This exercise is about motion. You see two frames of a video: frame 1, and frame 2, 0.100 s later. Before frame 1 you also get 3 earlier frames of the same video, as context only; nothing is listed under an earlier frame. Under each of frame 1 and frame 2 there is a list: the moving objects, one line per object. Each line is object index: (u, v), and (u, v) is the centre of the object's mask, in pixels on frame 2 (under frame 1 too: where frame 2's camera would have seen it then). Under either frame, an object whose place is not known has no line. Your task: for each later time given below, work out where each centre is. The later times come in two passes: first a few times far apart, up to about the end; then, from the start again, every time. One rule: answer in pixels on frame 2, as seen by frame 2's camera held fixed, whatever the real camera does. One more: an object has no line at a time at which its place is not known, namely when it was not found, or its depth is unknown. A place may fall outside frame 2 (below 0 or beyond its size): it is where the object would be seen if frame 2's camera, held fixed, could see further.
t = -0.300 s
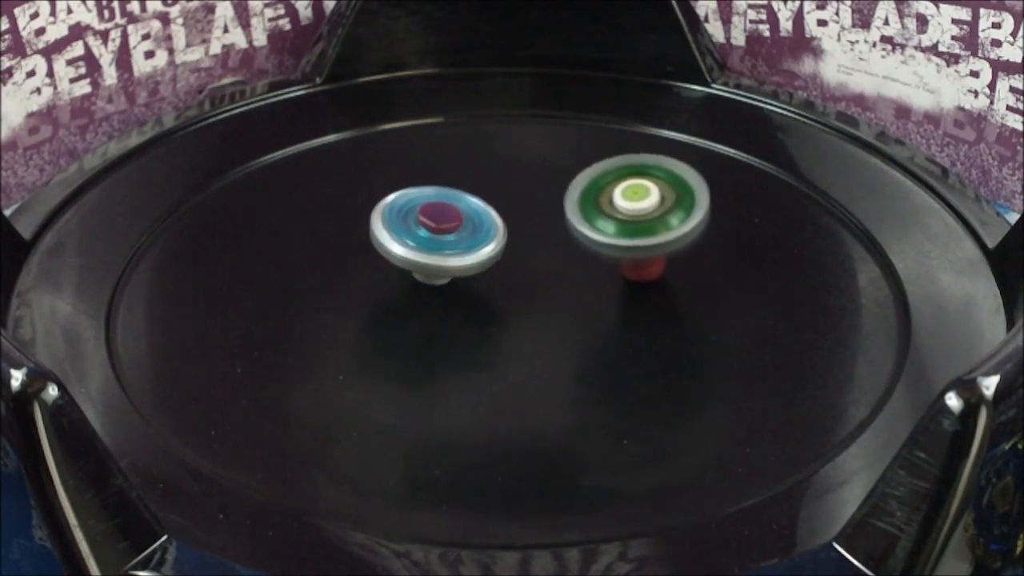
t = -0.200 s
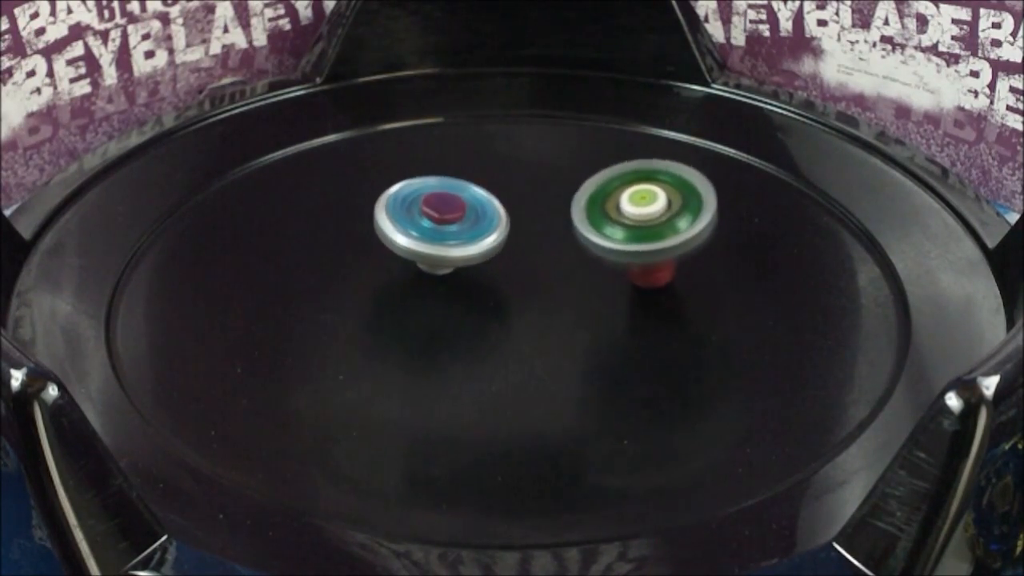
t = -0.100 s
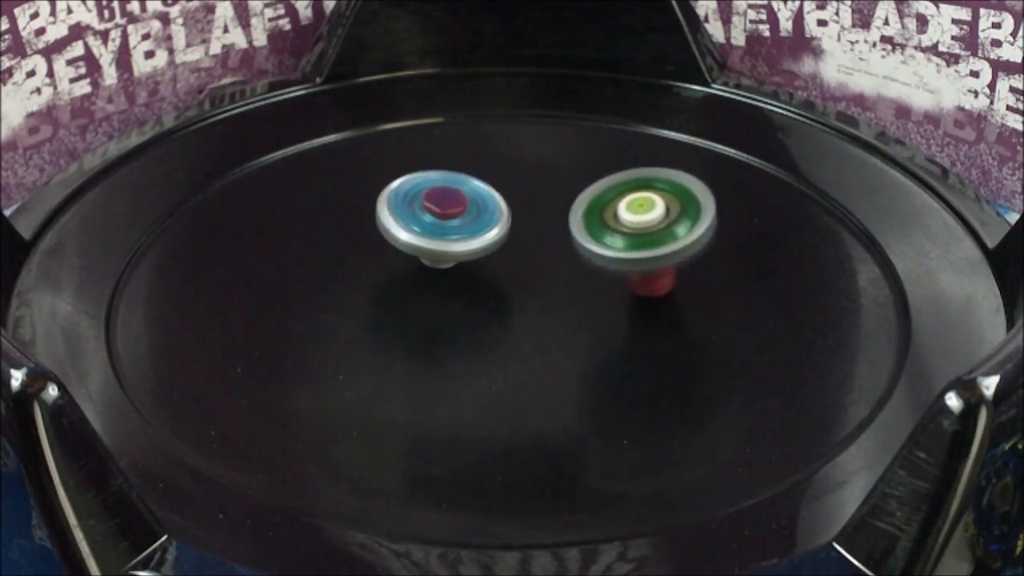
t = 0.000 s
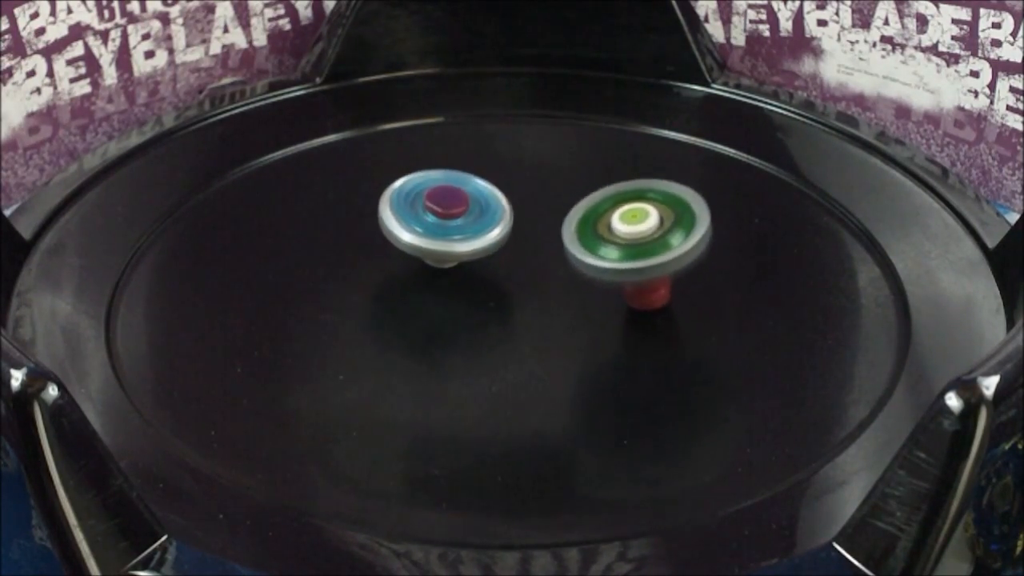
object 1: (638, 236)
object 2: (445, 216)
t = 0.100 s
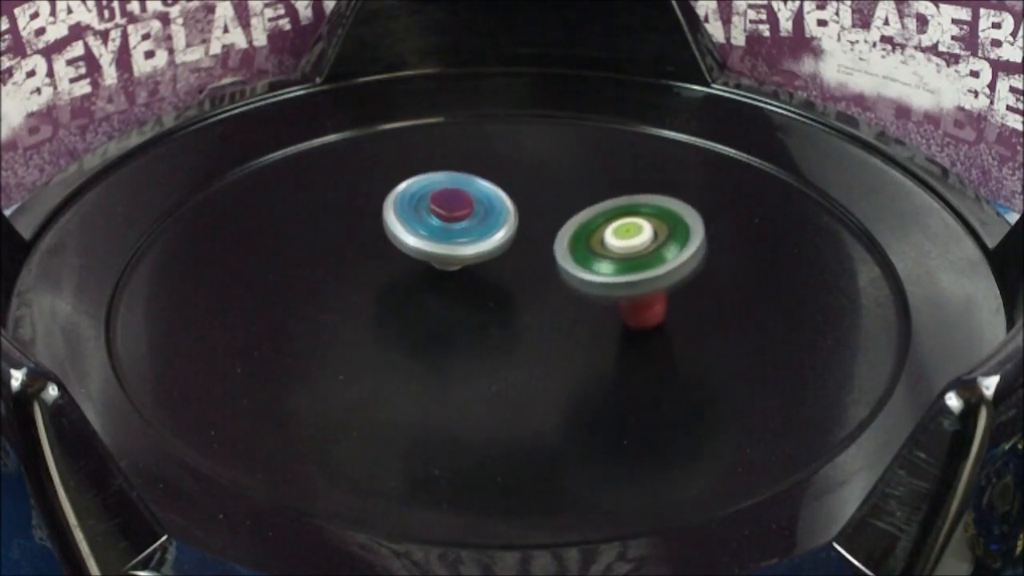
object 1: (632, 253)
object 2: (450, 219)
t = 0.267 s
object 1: (625, 284)
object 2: (465, 226)
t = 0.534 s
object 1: (610, 321)
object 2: (517, 241)
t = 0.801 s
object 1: (567, 336)
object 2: (583, 242)
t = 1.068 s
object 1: (481, 337)
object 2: (602, 246)
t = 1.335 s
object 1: (418, 324)
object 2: (584, 264)
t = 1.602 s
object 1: (395, 301)
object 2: (570, 298)
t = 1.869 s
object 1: (372, 257)
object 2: (570, 328)
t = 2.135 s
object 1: (387, 239)
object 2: (552, 337)
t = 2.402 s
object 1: (444, 207)
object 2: (515, 336)
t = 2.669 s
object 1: (477, 183)
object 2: (476, 330)
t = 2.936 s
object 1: (505, 215)
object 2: (436, 315)
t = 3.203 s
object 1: (607, 249)
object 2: (410, 297)
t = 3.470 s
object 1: (647, 247)
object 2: (400, 278)
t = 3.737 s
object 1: (563, 265)
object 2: (411, 266)
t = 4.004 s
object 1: (558, 318)
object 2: (405, 249)
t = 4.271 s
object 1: (578, 331)
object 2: (446, 243)
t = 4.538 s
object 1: (528, 306)
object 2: (495, 228)
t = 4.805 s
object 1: (385, 324)
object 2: (570, 186)
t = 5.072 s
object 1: (426, 325)
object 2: (546, 207)
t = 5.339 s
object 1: (432, 285)
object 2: (571, 236)
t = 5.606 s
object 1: (406, 269)
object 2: (581, 259)
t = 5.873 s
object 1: (424, 244)
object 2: (550, 304)
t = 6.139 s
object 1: (457, 203)
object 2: (526, 342)
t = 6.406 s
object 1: (473, 214)
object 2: (509, 361)
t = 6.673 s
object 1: (523, 238)
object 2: (492, 355)
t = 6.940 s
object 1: (616, 260)
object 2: (466, 331)
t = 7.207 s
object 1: (614, 260)
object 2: (427, 296)
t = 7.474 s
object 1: (545, 272)
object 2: (399, 265)
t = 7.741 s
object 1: (569, 312)
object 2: (320, 224)
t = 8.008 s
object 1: (536, 303)
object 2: (367, 254)
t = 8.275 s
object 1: (566, 347)
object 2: (449, 191)
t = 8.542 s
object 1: (578, 324)
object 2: (536, 199)
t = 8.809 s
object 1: (530, 284)
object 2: (588, 215)
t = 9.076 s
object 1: (462, 270)
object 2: (612, 253)
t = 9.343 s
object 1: (454, 264)
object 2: (615, 299)
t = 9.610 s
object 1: (459, 256)
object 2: (593, 337)
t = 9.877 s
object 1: (480, 250)
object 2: (547, 357)
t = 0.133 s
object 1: (630, 259)
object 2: (452, 220)
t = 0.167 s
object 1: (629, 265)
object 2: (454, 221)
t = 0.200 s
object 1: (627, 271)
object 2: (457, 223)
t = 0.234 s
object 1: (626, 278)
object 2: (461, 224)
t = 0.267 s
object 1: (625, 284)
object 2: (465, 226)
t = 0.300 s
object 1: (624, 290)
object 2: (469, 228)
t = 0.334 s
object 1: (623, 295)
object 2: (475, 230)
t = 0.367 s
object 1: (621, 301)
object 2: (481, 232)
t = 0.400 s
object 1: (619, 306)
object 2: (487, 234)
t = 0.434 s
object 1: (617, 310)
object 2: (494, 236)
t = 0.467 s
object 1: (615, 314)
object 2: (502, 238)
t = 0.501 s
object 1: (613, 318)
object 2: (509, 240)
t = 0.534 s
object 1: (610, 321)
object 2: (517, 241)
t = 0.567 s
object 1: (607, 324)
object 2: (525, 241)
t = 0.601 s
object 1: (604, 326)
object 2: (534, 242)
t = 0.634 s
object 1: (600, 329)
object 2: (542, 242)
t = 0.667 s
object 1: (595, 331)
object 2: (551, 242)
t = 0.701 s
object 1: (589, 332)
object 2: (559, 242)
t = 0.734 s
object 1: (583, 334)
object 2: (567, 242)
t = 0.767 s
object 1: (575, 335)
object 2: (575, 242)
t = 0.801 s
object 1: (567, 336)
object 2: (583, 242)
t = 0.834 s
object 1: (558, 337)
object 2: (589, 242)
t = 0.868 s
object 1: (548, 337)
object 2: (595, 242)
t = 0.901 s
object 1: (537, 338)
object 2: (599, 243)
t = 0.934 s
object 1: (526, 338)
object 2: (601, 244)
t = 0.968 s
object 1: (515, 338)
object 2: (602, 245)
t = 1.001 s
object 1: (503, 338)
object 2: (603, 245)
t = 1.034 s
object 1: (492, 338)
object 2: (603, 246)
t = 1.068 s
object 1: (481, 337)
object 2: (602, 246)
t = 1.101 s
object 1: (471, 336)
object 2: (601, 247)
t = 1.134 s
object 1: (462, 334)
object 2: (599, 249)
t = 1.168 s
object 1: (453, 333)
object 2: (597, 251)
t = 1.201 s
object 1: (444, 332)
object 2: (594, 253)
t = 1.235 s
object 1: (436, 330)
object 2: (592, 255)
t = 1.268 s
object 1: (430, 328)
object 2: (589, 258)
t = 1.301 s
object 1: (423, 327)
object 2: (587, 261)
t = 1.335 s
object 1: (418, 324)
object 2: (584, 264)
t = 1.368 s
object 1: (413, 322)
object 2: (582, 268)
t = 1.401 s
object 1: (410, 320)
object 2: (580, 272)
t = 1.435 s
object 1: (407, 318)
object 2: (577, 276)
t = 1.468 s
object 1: (404, 315)
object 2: (575, 280)
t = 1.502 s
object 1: (402, 312)
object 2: (573, 284)
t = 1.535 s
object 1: (400, 309)
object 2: (572, 289)
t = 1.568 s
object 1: (398, 305)
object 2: (571, 294)
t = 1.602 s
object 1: (395, 301)
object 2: (570, 298)
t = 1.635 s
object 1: (392, 296)
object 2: (569, 302)
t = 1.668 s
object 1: (388, 290)
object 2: (568, 307)
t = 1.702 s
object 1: (385, 285)
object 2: (567, 311)
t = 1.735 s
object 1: (382, 279)
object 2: (567, 315)
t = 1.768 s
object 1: (379, 273)
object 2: (568, 319)
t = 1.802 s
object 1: (377, 268)
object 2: (569, 322)
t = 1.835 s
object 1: (374, 262)
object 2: (569, 325)
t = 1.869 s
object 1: (372, 257)
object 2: (570, 328)
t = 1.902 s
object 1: (371, 253)
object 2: (570, 330)
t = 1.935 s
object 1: (370, 250)
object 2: (569, 331)
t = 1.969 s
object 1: (370, 247)
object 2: (568, 333)
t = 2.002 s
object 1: (371, 245)
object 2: (565, 334)
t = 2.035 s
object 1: (374, 244)
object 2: (562, 335)
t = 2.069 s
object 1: (378, 242)
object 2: (558, 335)
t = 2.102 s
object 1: (382, 241)
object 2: (555, 336)
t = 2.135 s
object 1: (387, 239)
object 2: (552, 337)
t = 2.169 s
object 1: (392, 238)
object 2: (548, 337)
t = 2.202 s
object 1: (397, 235)
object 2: (544, 337)
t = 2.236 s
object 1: (404, 231)
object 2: (540, 337)
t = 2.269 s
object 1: (412, 226)
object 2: (536, 337)
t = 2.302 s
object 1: (421, 222)
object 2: (531, 337)
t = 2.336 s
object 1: (429, 217)
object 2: (526, 336)
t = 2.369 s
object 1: (437, 212)
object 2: (521, 336)
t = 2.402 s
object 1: (444, 207)
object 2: (515, 336)
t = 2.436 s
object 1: (451, 202)
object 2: (509, 335)
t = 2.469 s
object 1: (458, 198)
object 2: (503, 335)
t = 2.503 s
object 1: (463, 194)
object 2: (497, 334)
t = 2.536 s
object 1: (468, 191)
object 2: (492, 334)
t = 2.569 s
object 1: (472, 187)
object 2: (487, 333)
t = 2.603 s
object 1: (475, 185)
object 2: (483, 333)
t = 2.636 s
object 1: (477, 183)
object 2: (479, 331)
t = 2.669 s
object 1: (477, 183)
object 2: (476, 330)
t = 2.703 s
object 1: (477, 185)
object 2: (471, 328)
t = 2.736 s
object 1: (477, 187)
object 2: (467, 327)
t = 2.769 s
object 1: (477, 192)
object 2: (462, 325)
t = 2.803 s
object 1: (477, 196)
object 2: (457, 323)
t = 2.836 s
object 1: (479, 199)
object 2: (452, 321)
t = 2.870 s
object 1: (484, 203)
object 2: (446, 319)
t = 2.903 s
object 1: (493, 209)
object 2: (441, 317)
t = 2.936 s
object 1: (505, 215)
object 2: (436, 315)
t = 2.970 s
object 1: (518, 222)
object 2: (431, 313)
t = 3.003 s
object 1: (532, 227)
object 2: (426, 311)
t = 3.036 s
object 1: (545, 232)
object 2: (423, 309)
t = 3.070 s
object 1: (558, 237)
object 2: (419, 307)
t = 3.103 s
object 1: (571, 241)
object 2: (416, 305)
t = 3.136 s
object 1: (583, 245)
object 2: (414, 302)
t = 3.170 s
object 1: (595, 247)
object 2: (412, 300)
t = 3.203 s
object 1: (607, 249)
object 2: (410, 297)
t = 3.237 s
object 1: (618, 250)
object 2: (408, 294)
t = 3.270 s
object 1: (628, 251)
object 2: (406, 292)
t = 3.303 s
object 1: (637, 251)
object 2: (405, 289)
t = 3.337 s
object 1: (644, 251)
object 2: (404, 287)
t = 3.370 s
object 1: (650, 250)
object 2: (403, 285)
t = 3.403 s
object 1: (652, 249)
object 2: (401, 283)
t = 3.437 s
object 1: (652, 247)
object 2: (401, 280)
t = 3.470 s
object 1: (647, 247)
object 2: (400, 278)
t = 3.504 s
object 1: (639, 248)
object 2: (400, 277)
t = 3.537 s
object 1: (630, 249)
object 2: (401, 275)
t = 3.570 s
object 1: (620, 251)
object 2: (402, 273)
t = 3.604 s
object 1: (608, 252)
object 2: (403, 272)
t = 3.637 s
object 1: (597, 254)
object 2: (405, 270)
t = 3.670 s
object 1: (586, 256)
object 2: (407, 269)
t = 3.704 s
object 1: (575, 260)
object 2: (409, 268)
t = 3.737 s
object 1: (563, 265)
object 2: (411, 266)
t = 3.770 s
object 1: (555, 271)
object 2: (408, 263)
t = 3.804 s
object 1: (559, 281)
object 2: (396, 257)
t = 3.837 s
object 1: (560, 290)
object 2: (388, 254)
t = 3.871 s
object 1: (558, 297)
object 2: (388, 252)
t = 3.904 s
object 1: (558, 302)
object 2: (391, 252)
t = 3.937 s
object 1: (558, 307)
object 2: (395, 251)
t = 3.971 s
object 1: (558, 313)
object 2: (400, 250)
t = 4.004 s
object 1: (558, 318)
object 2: (405, 249)
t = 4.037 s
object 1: (560, 323)
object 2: (410, 248)
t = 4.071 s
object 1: (562, 327)
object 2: (415, 247)
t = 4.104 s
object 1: (565, 331)
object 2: (419, 246)
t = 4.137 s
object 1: (569, 333)
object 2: (424, 245)
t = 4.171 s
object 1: (574, 335)
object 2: (429, 244)
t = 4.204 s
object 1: (577, 334)
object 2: (434, 244)
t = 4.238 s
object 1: (579, 333)
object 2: (440, 243)
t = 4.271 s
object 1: (578, 331)
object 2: (446, 243)
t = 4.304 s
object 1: (575, 328)
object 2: (452, 243)
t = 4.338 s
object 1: (570, 325)
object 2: (458, 242)
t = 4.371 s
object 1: (564, 321)
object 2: (464, 241)
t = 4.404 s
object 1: (558, 318)
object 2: (470, 239)
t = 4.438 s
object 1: (552, 315)
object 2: (475, 237)
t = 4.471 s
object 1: (546, 311)
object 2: (481, 234)
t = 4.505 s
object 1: (539, 309)
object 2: (487, 231)
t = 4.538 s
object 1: (528, 306)
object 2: (495, 228)
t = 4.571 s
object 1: (514, 302)
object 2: (503, 225)
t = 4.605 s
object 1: (499, 299)
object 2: (512, 224)
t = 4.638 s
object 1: (476, 299)
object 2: (524, 220)
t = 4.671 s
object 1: (448, 309)
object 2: (536, 211)
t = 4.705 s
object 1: (423, 315)
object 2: (550, 198)
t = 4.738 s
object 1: (404, 319)
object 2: (562, 191)
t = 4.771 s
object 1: (392, 322)
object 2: (569, 187)
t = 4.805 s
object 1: (385, 324)
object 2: (570, 186)
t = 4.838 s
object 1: (383, 327)
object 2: (567, 186)
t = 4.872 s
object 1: (383, 329)
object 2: (564, 187)
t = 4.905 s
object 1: (386, 331)
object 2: (560, 189)
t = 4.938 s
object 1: (392, 333)
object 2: (557, 192)
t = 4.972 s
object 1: (400, 333)
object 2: (553, 195)
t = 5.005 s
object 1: (409, 331)
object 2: (550, 199)
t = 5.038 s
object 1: (418, 328)
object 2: (547, 203)
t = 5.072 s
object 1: (426, 325)
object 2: (546, 207)
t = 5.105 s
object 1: (434, 321)
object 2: (544, 213)
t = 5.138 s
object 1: (441, 316)
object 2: (544, 218)
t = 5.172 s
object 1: (448, 311)
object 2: (544, 223)
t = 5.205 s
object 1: (454, 306)
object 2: (545, 228)
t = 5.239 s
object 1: (457, 301)
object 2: (547, 233)
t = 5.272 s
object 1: (458, 293)
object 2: (552, 237)
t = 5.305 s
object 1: (448, 286)
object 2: (560, 237)
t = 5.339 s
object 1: (432, 285)
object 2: (571, 236)
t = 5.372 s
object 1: (421, 283)
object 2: (585, 233)
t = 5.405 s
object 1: (416, 280)
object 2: (595, 233)
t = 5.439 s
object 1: (411, 277)
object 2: (599, 235)
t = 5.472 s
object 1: (408, 275)
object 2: (597, 239)
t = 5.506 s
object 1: (407, 273)
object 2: (593, 244)
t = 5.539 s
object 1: (406, 272)
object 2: (589, 248)
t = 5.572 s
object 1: (406, 271)
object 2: (585, 254)
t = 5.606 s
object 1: (406, 269)
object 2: (581, 259)
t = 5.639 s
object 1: (407, 268)
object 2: (578, 264)
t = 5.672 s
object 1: (409, 266)
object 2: (574, 270)
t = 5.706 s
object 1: (410, 264)
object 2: (570, 276)
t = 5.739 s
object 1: (412, 262)
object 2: (566, 281)
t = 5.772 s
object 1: (412, 259)
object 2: (562, 287)
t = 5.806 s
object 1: (413, 255)
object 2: (558, 293)
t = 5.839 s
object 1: (418, 250)
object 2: (553, 298)
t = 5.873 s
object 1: (424, 244)
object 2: (550, 304)
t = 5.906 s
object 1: (430, 238)
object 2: (546, 309)
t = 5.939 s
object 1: (435, 232)
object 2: (543, 314)
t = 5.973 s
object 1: (440, 226)
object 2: (540, 319)
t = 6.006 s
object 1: (445, 221)
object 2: (537, 324)
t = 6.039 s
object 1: (450, 216)
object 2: (534, 329)
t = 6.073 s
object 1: (453, 210)
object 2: (531, 334)
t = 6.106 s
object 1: (456, 206)
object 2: (529, 338)
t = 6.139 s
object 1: (457, 203)
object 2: (526, 342)
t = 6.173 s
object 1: (458, 201)
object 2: (523, 346)
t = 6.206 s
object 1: (459, 201)
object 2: (521, 349)
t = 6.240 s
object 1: (460, 201)
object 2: (518, 352)
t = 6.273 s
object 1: (462, 203)
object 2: (516, 355)
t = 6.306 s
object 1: (465, 206)
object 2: (514, 357)
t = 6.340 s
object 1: (467, 208)
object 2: (512, 359)
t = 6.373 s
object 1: (470, 211)
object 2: (510, 360)
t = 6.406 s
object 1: (473, 214)
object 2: (509, 361)
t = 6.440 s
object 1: (476, 217)
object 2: (507, 361)
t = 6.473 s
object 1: (479, 219)
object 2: (505, 361)
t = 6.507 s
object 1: (482, 222)
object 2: (503, 361)
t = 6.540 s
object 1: (485, 224)
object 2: (502, 360)
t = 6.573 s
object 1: (491, 225)
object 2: (500, 359)
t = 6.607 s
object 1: (500, 229)
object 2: (498, 358)
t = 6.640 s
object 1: (511, 234)
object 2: (495, 356)
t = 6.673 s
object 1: (523, 238)
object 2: (492, 355)
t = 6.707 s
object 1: (536, 243)
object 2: (490, 353)
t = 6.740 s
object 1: (549, 247)
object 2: (487, 350)
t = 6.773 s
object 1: (561, 252)
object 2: (483, 348)
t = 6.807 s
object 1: (572, 254)
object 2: (480, 345)
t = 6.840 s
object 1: (584, 257)
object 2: (476, 342)
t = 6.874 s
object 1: (595, 259)
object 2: (473, 338)
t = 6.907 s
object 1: (606, 260)
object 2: (470, 335)
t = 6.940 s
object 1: (616, 260)
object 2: (466, 331)
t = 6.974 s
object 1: (625, 260)
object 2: (462, 326)
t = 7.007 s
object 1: (631, 259)
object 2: (457, 322)
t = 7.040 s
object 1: (635, 258)
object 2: (452, 317)
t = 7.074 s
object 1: (635, 257)
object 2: (447, 313)
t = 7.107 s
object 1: (633, 257)
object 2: (442, 308)
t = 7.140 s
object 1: (628, 258)
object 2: (437, 304)
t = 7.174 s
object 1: (622, 259)
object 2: (432, 300)
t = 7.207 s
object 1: (614, 260)
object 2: (427, 296)
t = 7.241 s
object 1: (606, 261)
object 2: (423, 292)
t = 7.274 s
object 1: (596, 262)
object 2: (419, 287)
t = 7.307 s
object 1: (587, 264)
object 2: (415, 283)
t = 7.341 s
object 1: (578, 265)
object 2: (411, 279)
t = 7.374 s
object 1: (568, 268)
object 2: (408, 276)
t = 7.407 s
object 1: (560, 269)
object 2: (404, 272)
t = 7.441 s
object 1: (552, 270)
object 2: (401, 268)
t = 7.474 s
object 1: (545, 272)
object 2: (399, 265)
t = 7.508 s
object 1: (540, 274)
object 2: (396, 262)
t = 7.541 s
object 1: (535, 277)
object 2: (394, 259)
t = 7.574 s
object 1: (530, 279)
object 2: (387, 253)
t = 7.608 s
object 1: (545, 288)
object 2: (367, 239)
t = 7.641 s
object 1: (558, 298)
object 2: (346, 232)
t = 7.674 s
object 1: (565, 307)
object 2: (330, 226)
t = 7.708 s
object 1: (569, 311)
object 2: (322, 223)
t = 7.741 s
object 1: (569, 312)
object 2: (320, 224)
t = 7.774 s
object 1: (568, 313)
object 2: (320, 227)
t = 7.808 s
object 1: (565, 312)
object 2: (322, 230)
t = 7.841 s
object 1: (561, 311)
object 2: (326, 234)
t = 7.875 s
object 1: (557, 310)
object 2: (331, 238)
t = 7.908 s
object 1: (552, 309)
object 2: (338, 242)
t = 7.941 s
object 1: (547, 307)
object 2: (346, 247)
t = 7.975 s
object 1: (542, 305)
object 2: (356, 251)
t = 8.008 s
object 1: (536, 303)
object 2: (367, 254)
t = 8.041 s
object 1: (530, 300)
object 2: (378, 257)
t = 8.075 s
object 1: (525, 298)
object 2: (388, 258)
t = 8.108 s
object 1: (520, 296)
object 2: (396, 260)
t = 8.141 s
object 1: (529, 288)
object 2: (405, 236)
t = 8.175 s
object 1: (540, 308)
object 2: (411, 221)
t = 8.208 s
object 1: (550, 325)
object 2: (419, 209)
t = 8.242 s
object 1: (559, 340)
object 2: (432, 199)
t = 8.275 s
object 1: (566, 347)
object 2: (449, 191)
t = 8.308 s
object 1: (572, 351)
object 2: (469, 185)
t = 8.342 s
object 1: (577, 352)
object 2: (488, 183)
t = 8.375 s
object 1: (580, 349)
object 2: (504, 185)
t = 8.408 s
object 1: (582, 345)
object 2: (515, 188)
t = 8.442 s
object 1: (582, 340)
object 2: (522, 191)
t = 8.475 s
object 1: (582, 335)
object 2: (527, 194)
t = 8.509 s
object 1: (580, 329)
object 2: (532, 197)
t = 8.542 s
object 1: (578, 324)
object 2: (536, 199)
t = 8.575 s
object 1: (574, 318)
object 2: (541, 202)
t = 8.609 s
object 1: (569, 312)
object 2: (547, 205)
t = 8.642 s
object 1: (564, 307)
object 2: (552, 207)
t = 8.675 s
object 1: (558, 303)
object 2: (558, 208)
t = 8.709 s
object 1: (551, 298)
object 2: (564, 209)
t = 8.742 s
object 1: (544, 293)
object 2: (572, 210)
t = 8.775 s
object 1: (537, 289)
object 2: (579, 212)
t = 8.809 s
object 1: (530, 284)
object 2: (588, 215)
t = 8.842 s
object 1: (516, 284)
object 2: (595, 218)
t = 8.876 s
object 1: (501, 282)
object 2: (599, 222)
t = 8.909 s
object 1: (487, 280)
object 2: (601, 227)
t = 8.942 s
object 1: (478, 277)
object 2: (603, 232)
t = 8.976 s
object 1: (471, 274)
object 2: (605, 237)
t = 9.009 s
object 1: (467, 272)
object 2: (608, 242)
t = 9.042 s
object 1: (464, 271)
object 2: (610, 247)
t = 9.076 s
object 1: (462, 270)
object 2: (612, 253)
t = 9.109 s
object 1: (460, 269)
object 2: (614, 259)
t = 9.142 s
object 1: (459, 269)
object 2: (615, 265)
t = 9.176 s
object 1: (458, 268)
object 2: (616, 270)
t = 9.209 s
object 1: (457, 267)
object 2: (617, 276)
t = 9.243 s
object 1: (456, 267)
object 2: (617, 282)
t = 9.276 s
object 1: (455, 266)
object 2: (617, 288)
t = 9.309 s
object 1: (455, 266)
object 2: (616, 294)
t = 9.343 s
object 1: (454, 264)
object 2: (615, 299)
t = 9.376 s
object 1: (454, 263)
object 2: (613, 305)
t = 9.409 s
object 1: (454, 262)
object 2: (611, 310)
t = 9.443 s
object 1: (454, 261)
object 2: (609, 316)
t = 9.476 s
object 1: (454, 260)
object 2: (607, 321)
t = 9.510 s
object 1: (454, 259)
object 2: (604, 325)
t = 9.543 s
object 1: (455, 258)
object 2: (601, 330)
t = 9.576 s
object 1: (457, 257)
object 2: (597, 334)
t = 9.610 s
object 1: (459, 256)
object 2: (593, 337)
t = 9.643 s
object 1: (461, 255)
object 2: (588, 341)
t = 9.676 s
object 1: (463, 254)
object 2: (583, 344)
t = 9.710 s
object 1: (466, 253)
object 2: (578, 347)
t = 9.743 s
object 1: (469, 252)
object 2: (572, 350)
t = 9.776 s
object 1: (471, 252)
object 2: (567, 352)
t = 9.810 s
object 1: (474, 251)
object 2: (560, 354)
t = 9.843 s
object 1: (477, 251)
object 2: (554, 356)
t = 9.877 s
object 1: (480, 250)
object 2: (547, 357)
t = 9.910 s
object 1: (482, 250)
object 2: (540, 358)
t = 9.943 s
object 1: (485, 249)
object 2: (533, 359)
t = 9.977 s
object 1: (487, 248)
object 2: (526, 359)
